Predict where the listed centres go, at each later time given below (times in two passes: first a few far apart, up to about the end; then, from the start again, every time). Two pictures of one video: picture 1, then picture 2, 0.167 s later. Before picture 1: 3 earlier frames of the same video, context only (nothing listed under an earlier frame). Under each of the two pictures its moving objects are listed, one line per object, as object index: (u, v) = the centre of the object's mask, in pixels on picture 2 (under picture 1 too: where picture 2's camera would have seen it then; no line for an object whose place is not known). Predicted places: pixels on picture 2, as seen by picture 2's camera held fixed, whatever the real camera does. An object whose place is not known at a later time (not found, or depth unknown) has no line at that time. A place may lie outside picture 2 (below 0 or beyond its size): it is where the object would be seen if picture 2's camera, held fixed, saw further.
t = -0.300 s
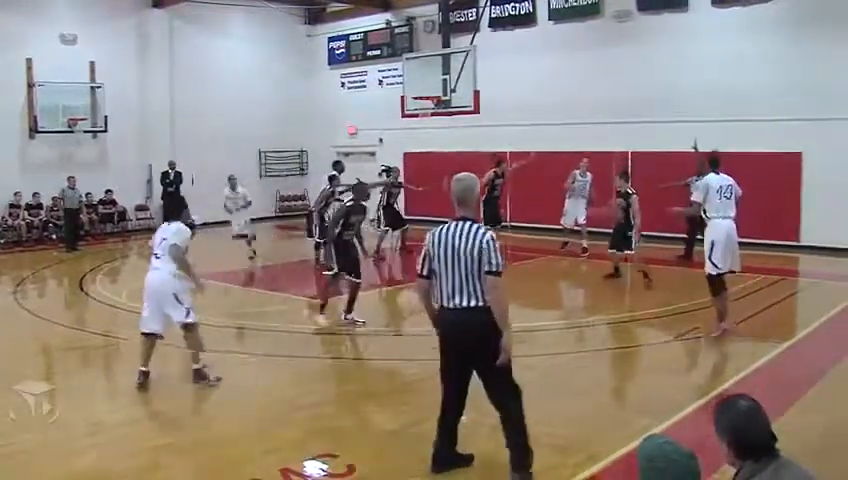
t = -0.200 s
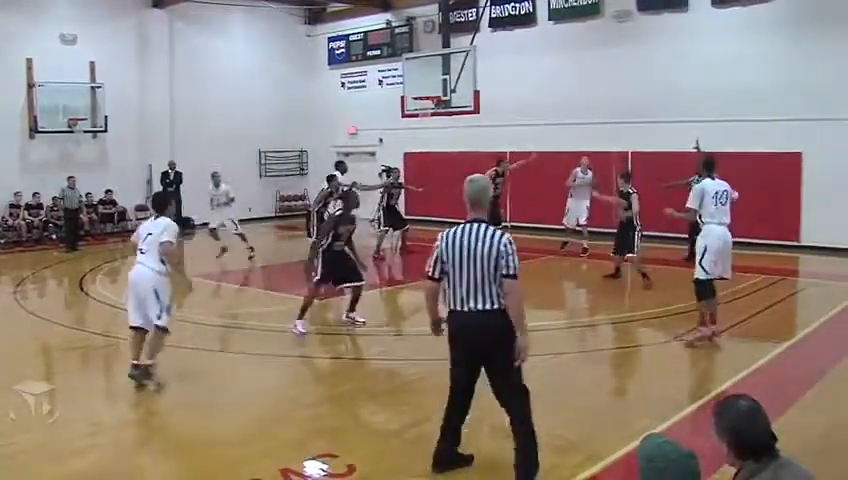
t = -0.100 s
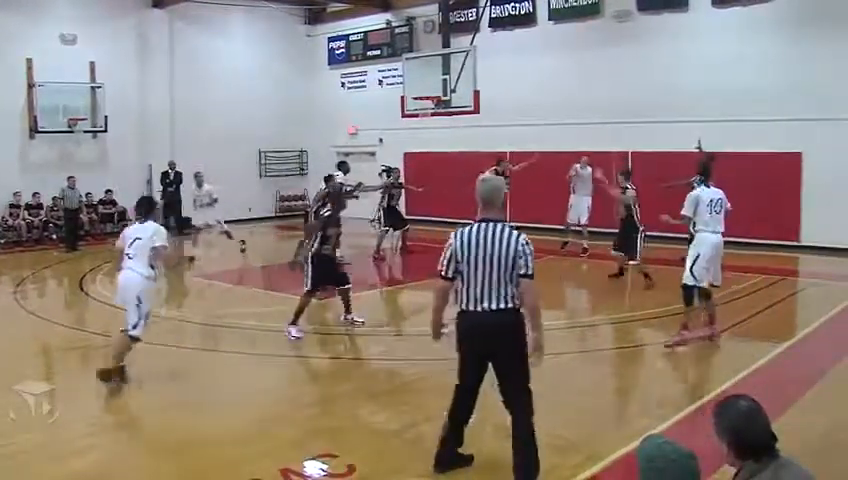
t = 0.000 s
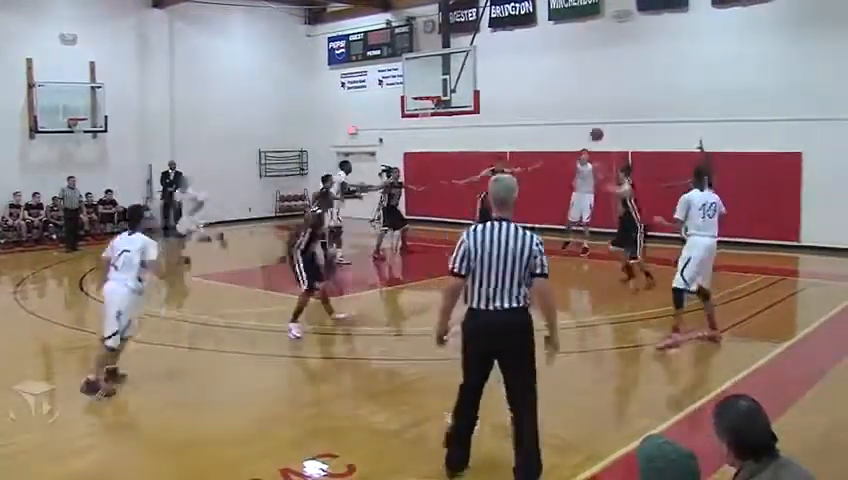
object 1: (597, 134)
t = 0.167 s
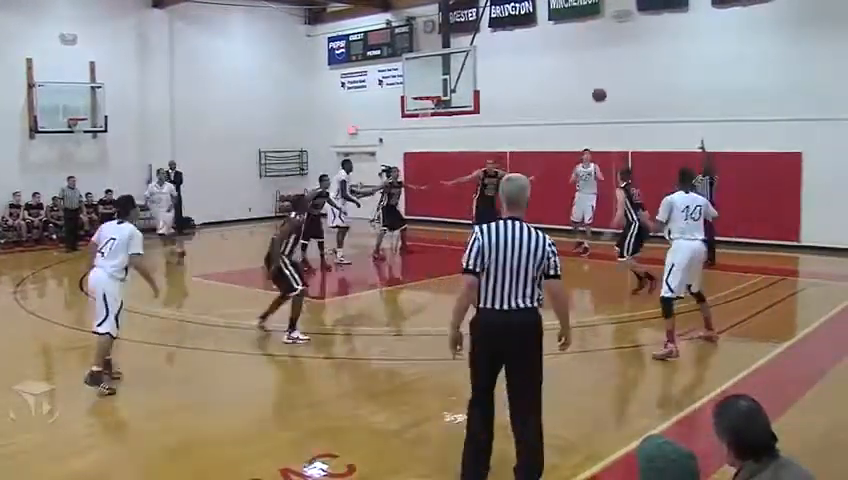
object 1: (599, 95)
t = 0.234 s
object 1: (599, 82)
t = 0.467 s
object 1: (603, 51)
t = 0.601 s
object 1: (607, 50)
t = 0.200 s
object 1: (599, 88)
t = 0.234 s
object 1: (599, 82)
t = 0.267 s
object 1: (600, 76)
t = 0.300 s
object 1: (600, 71)
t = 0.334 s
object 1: (601, 65)
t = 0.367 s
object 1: (601, 61)
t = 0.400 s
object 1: (601, 57)
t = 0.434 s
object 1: (602, 55)
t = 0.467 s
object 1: (603, 51)
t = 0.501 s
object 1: (604, 50)
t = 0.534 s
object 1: (604, 49)
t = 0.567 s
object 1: (605, 49)
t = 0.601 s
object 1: (607, 50)
